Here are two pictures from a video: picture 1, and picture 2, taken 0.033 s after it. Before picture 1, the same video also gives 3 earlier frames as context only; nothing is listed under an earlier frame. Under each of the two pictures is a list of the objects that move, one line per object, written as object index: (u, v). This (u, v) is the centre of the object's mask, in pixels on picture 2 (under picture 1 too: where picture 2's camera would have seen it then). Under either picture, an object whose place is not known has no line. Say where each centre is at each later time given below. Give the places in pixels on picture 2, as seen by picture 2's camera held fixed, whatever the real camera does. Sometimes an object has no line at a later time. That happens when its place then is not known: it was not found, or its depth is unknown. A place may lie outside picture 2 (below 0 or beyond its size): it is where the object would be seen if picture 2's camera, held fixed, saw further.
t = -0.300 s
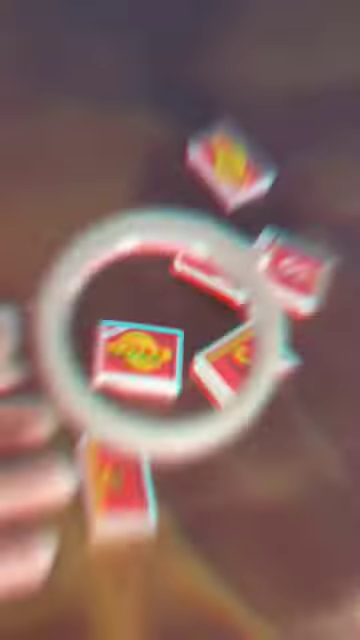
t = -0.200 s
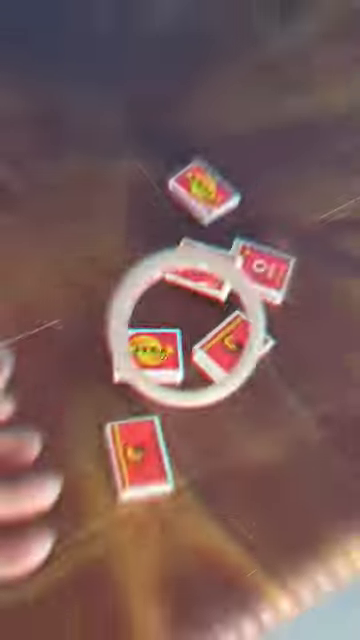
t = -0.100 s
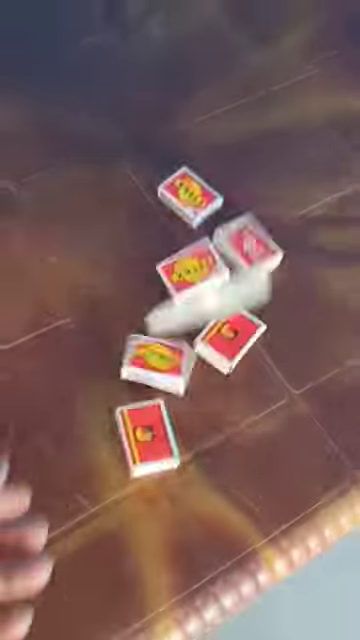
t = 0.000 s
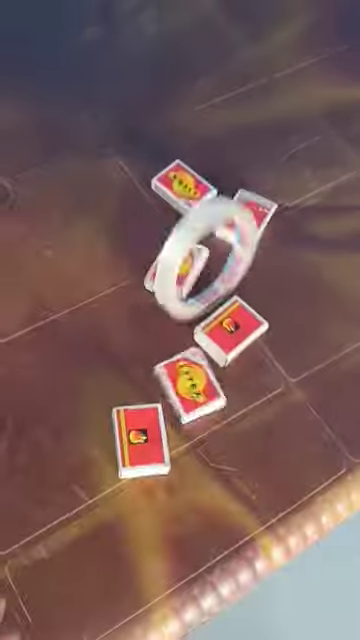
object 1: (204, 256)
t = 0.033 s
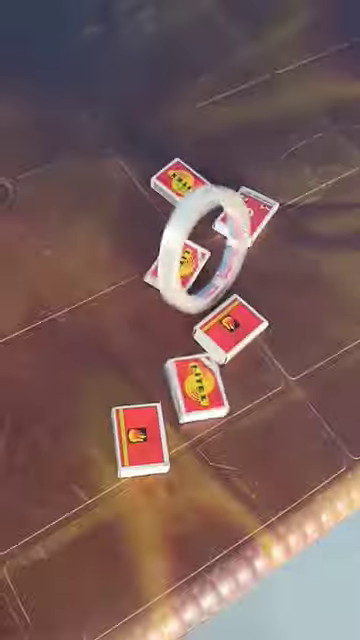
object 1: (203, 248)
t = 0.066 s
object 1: (200, 241)
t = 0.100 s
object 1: (194, 235)
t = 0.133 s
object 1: (186, 230)
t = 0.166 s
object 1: (174, 229)
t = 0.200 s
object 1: (163, 231)
